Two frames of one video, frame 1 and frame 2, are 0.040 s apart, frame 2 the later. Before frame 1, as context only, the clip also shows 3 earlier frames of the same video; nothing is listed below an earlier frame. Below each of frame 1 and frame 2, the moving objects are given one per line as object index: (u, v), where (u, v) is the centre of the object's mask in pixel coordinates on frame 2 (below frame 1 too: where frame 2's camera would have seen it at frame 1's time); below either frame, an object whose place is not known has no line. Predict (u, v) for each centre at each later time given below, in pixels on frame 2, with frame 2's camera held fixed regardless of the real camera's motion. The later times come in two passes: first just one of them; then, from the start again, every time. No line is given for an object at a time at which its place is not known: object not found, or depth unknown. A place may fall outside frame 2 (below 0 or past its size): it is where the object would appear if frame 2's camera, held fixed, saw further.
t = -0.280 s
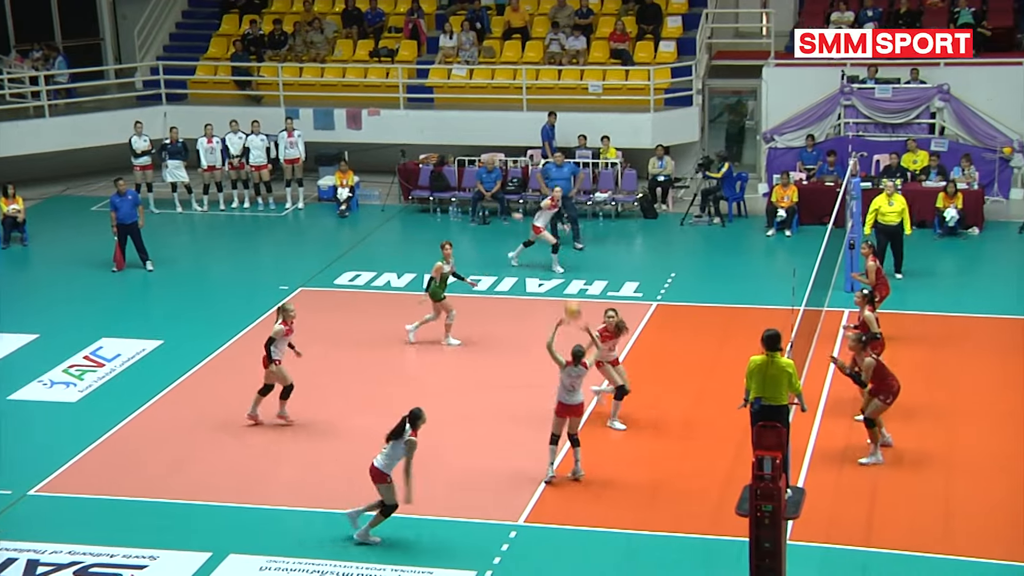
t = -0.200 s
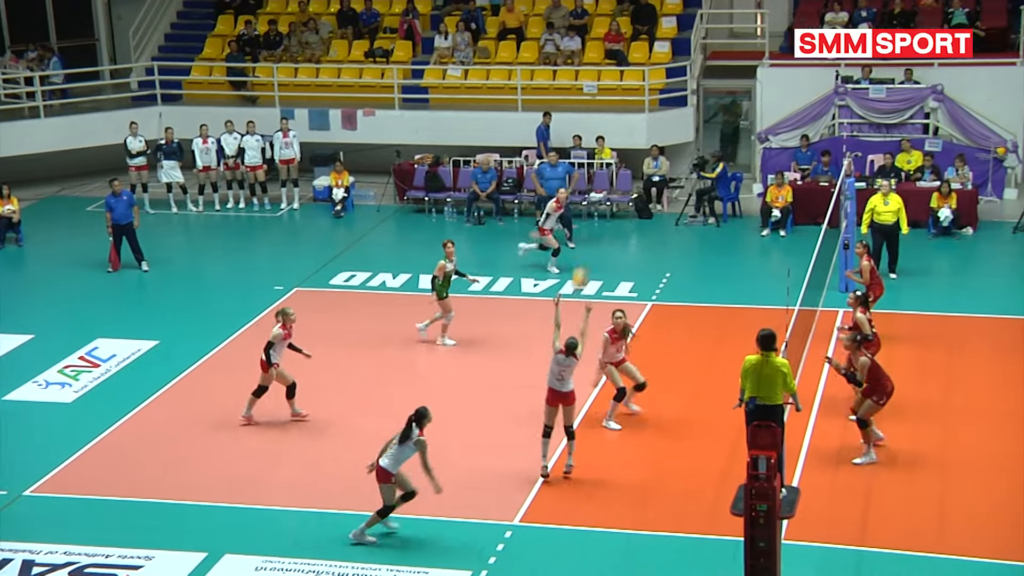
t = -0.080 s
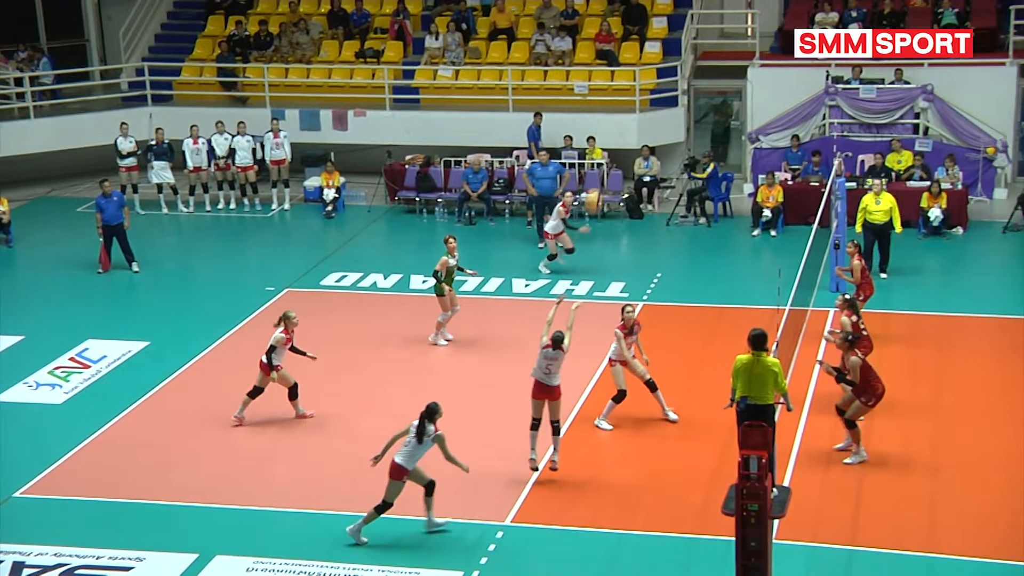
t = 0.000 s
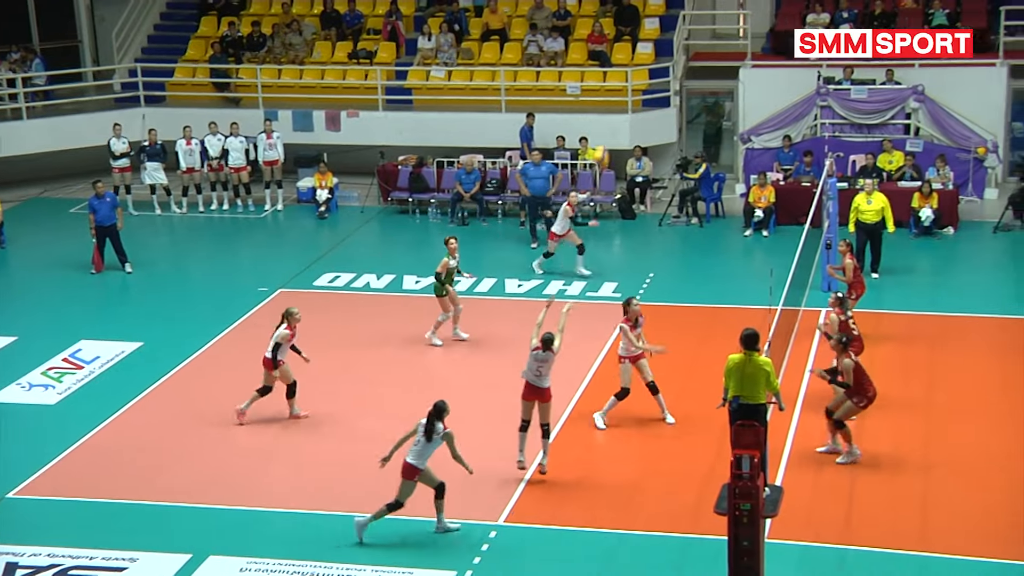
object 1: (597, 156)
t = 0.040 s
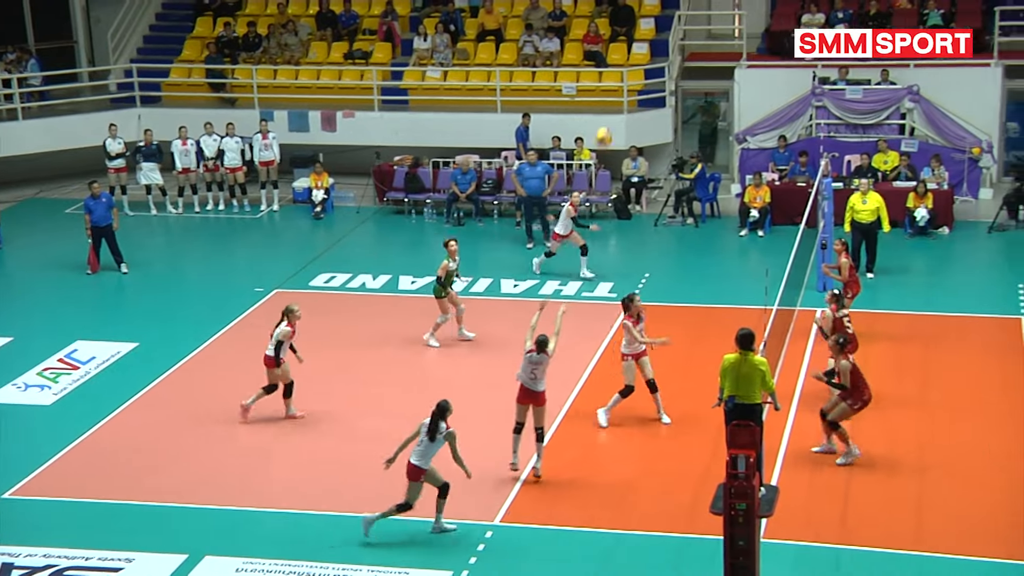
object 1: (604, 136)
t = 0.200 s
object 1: (630, 73)
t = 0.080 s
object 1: (611, 118)
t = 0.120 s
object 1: (617, 102)
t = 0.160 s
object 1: (624, 86)
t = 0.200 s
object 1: (630, 73)
